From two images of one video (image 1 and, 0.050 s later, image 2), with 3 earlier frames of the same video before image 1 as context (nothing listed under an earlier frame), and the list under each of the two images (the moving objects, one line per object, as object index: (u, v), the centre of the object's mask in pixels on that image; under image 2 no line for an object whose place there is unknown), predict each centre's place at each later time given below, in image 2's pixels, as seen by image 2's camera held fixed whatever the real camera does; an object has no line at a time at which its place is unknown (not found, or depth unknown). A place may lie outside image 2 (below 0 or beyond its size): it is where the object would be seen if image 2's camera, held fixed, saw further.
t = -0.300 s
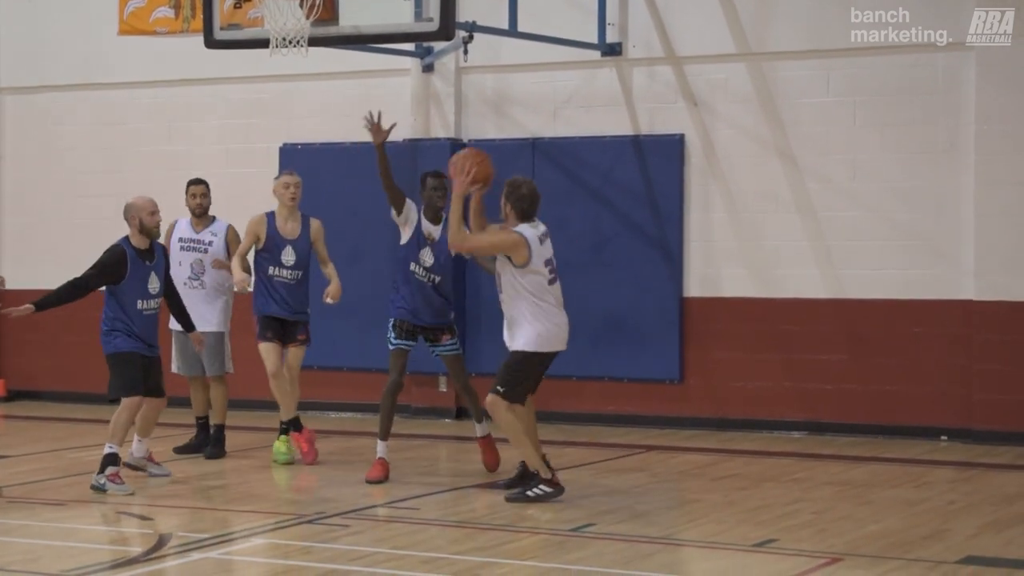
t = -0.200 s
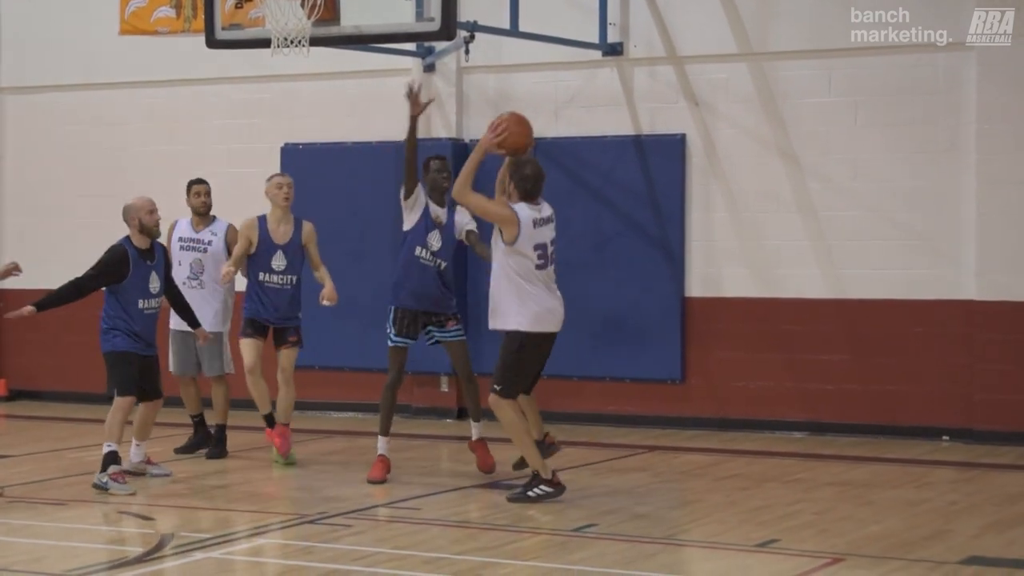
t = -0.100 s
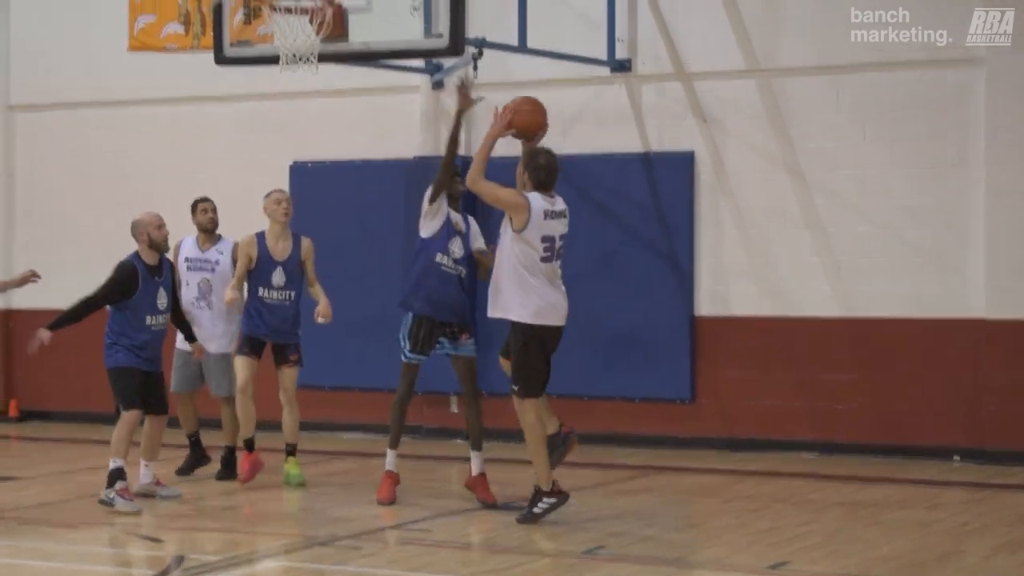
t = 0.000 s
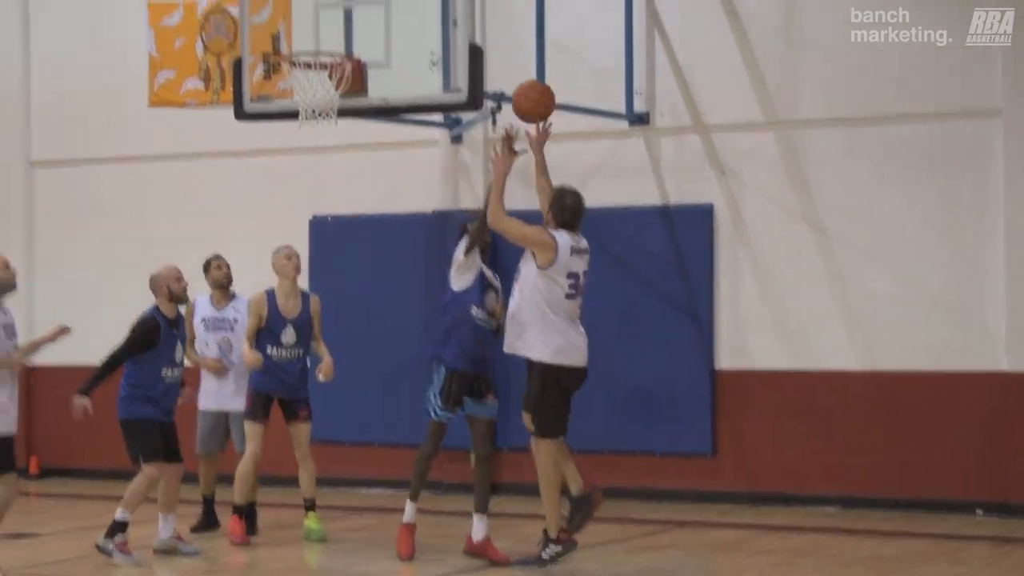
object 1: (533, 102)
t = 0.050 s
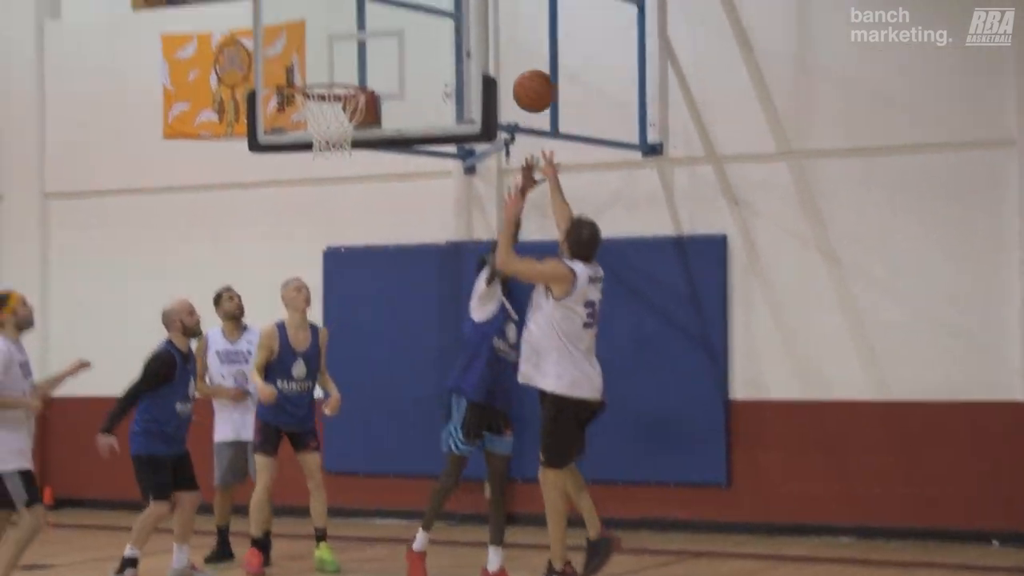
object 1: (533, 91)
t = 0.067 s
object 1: (529, 78)
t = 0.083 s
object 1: (525, 66)
